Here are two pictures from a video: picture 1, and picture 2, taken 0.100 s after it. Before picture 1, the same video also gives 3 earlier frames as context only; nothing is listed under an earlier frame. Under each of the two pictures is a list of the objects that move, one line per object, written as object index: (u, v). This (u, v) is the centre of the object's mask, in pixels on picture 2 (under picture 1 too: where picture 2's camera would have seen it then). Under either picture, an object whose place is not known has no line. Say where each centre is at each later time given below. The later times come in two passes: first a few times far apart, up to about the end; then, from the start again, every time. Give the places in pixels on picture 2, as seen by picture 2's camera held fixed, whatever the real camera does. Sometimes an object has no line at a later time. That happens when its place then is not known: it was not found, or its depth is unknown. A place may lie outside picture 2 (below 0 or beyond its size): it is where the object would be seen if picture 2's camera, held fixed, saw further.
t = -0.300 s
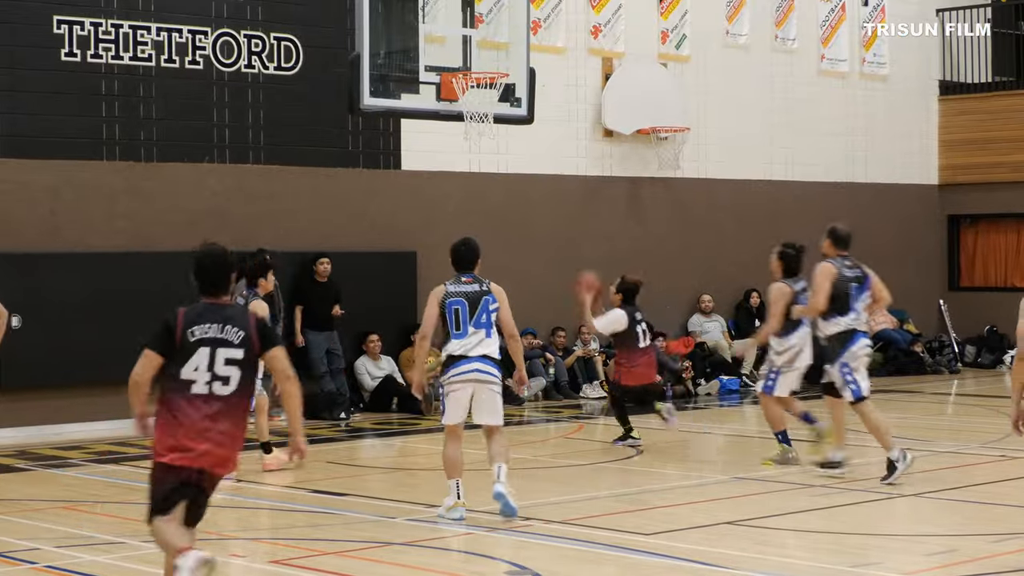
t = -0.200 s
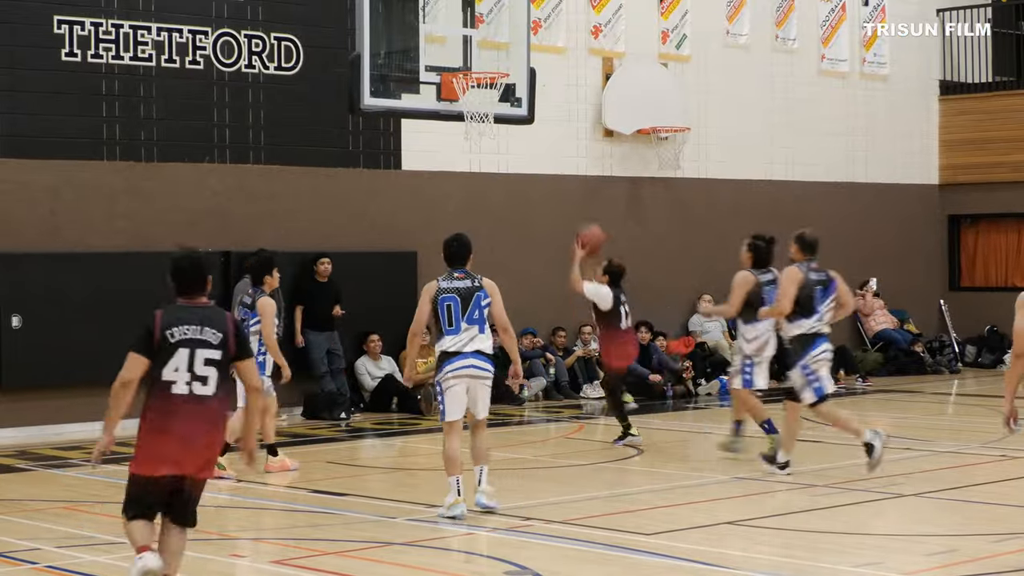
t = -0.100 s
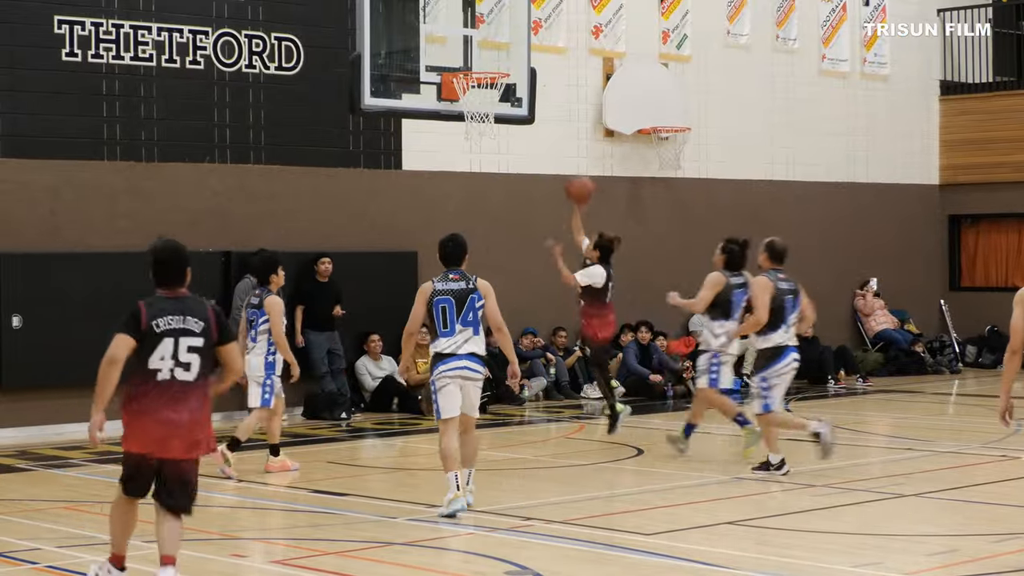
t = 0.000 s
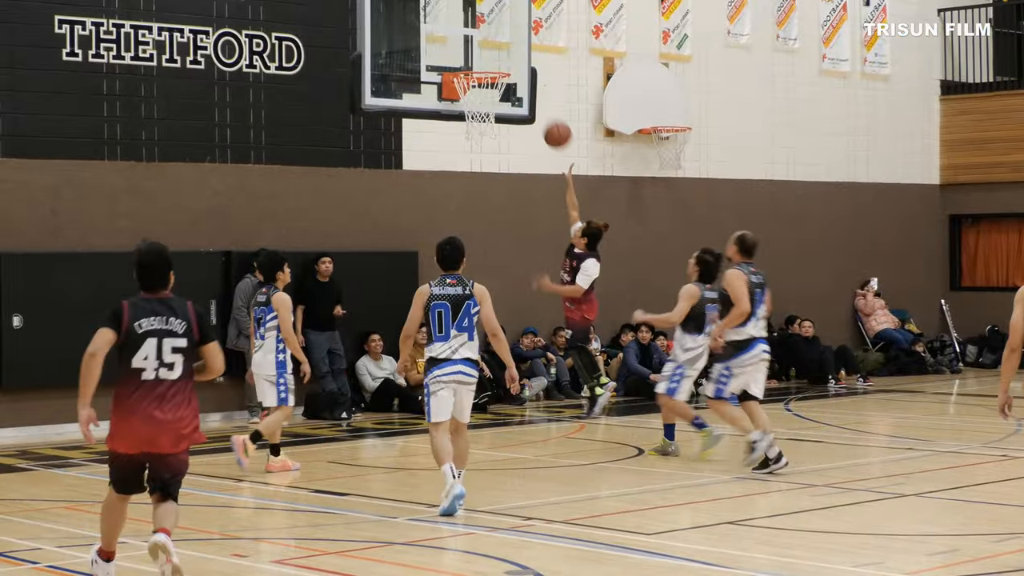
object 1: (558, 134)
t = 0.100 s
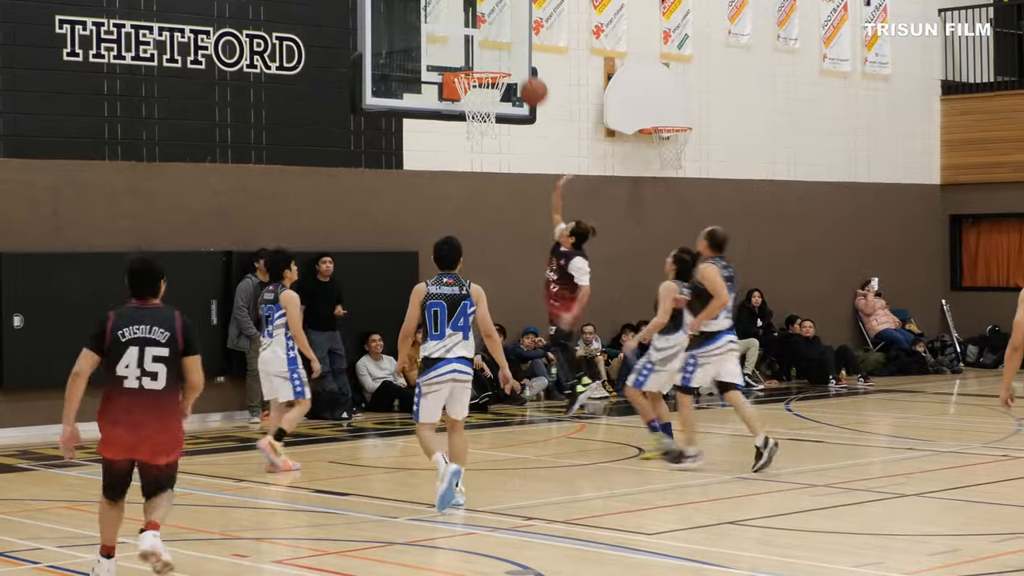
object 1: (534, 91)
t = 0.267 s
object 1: (492, 46)
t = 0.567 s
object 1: (467, 49)
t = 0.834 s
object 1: (489, 66)
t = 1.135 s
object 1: (464, 109)
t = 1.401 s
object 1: (474, 171)
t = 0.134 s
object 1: (525, 80)
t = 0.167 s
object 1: (518, 69)
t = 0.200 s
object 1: (509, 60)
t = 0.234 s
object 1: (500, 52)
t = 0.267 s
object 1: (492, 46)
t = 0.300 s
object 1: (483, 40)
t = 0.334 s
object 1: (475, 36)
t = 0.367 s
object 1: (473, 34)
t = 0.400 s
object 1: (472, 33)
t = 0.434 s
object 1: (471, 34)
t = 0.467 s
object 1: (470, 35)
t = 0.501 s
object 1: (469, 38)
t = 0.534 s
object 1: (469, 43)
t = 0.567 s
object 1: (467, 49)
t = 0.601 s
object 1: (467, 56)
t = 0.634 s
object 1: (467, 61)
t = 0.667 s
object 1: (475, 61)
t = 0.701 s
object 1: (483, 62)
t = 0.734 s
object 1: (491, 63)
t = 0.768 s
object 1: (494, 64)
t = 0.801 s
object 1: (491, 65)
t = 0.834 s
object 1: (489, 66)
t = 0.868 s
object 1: (487, 67)
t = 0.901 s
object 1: (482, 81)
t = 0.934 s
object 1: (477, 85)
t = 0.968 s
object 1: (474, 88)
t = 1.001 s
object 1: (469, 92)
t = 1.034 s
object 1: (465, 97)
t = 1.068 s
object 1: (464, 105)
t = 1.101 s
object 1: (464, 107)
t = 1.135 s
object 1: (464, 109)
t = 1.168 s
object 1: (465, 113)
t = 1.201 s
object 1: (466, 118)
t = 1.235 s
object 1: (467, 126)
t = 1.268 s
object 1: (469, 131)
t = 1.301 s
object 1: (470, 138)
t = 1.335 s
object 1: (472, 147)
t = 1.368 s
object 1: (473, 158)
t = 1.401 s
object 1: (474, 171)
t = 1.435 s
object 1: (476, 184)
